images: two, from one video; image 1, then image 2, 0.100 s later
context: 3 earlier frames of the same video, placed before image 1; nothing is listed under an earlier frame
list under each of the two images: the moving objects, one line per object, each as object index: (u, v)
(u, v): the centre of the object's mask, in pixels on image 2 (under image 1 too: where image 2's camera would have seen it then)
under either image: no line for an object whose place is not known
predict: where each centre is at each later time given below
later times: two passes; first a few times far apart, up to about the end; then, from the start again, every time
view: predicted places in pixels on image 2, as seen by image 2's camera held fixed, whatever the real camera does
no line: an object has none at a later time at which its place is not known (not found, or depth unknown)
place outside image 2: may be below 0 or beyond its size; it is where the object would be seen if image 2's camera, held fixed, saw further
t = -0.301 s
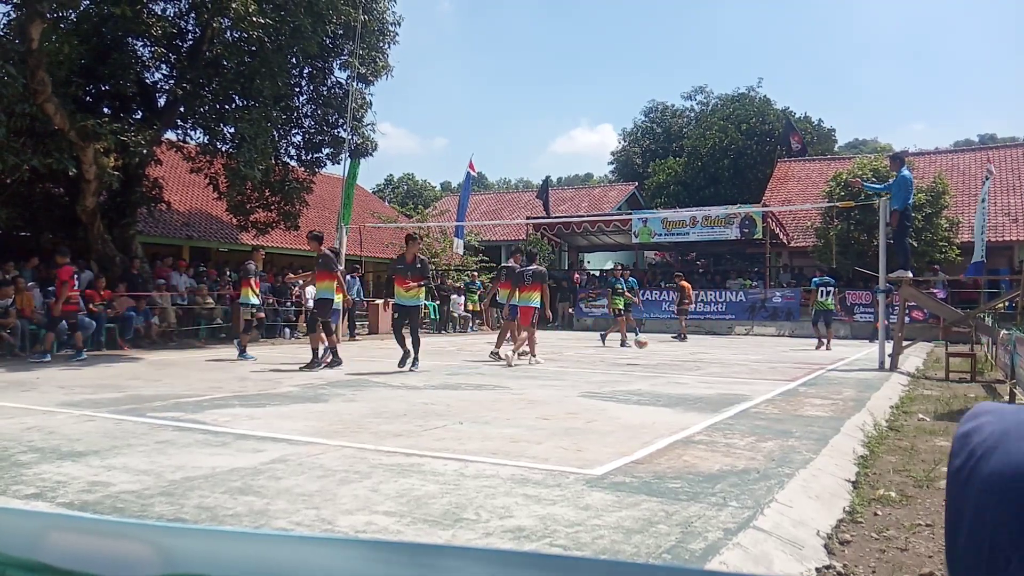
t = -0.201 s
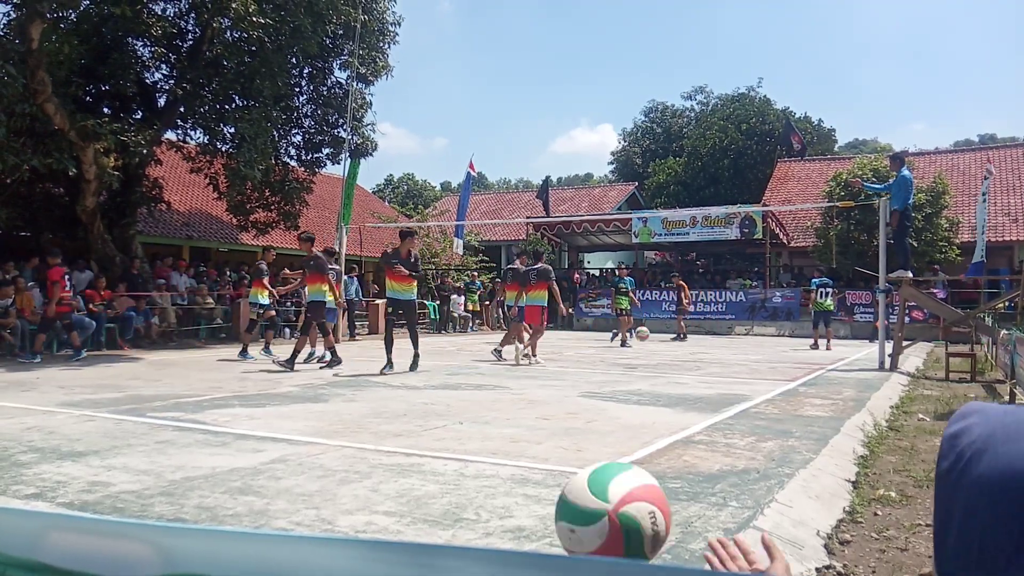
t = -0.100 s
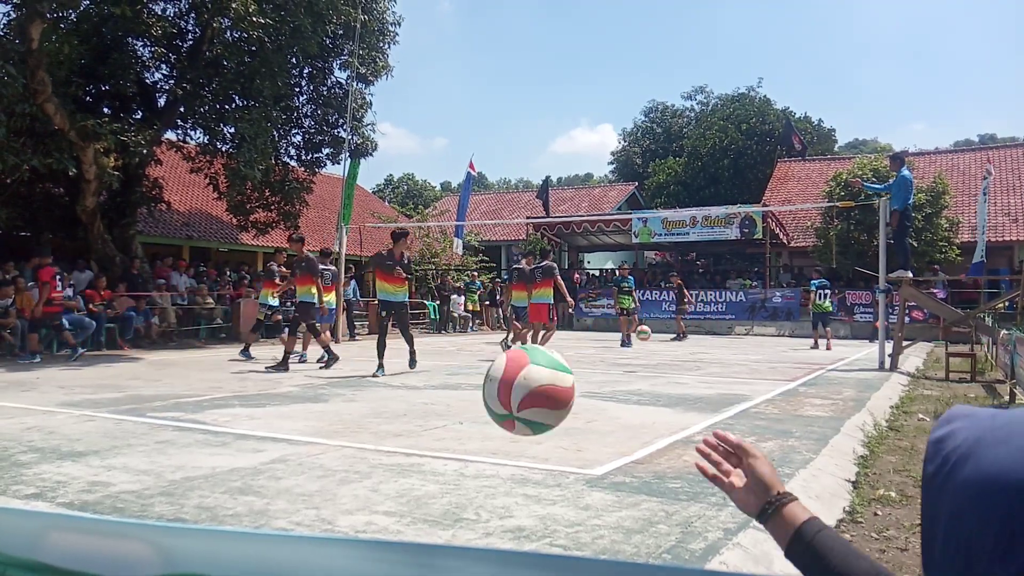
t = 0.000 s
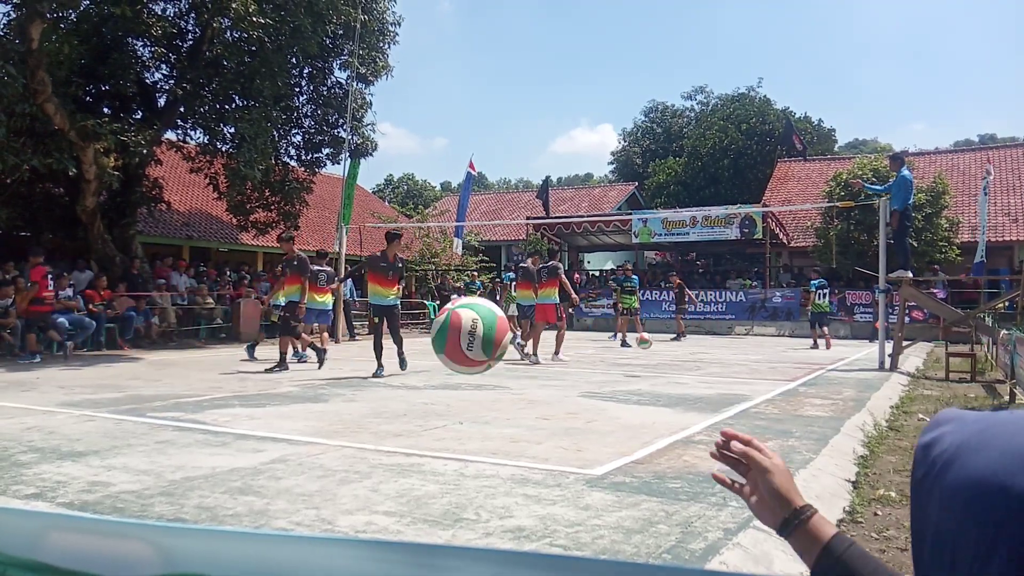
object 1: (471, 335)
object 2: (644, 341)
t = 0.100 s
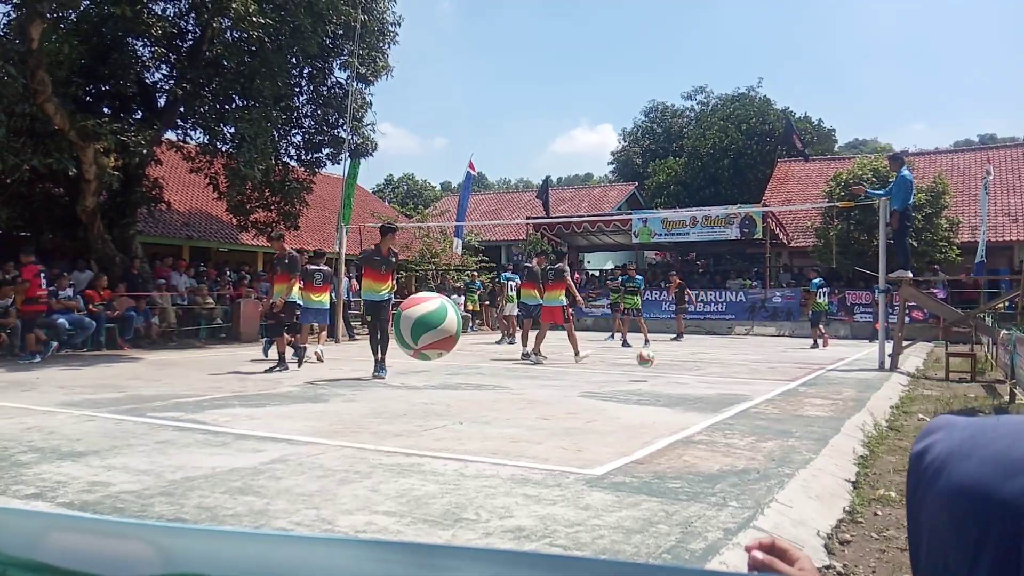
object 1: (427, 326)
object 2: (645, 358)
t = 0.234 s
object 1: (384, 359)
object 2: (646, 365)
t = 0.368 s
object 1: (350, 428)
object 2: (648, 356)
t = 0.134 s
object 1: (415, 330)
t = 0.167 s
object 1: (404, 337)
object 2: (646, 376)
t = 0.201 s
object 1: (393, 347)
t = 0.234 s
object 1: (384, 359)
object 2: (646, 365)
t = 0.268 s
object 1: (374, 374)
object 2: (647, 362)
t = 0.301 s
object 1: (366, 390)
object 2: (647, 358)
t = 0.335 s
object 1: (358, 408)
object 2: (647, 357)
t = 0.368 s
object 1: (350, 428)
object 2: (648, 356)
